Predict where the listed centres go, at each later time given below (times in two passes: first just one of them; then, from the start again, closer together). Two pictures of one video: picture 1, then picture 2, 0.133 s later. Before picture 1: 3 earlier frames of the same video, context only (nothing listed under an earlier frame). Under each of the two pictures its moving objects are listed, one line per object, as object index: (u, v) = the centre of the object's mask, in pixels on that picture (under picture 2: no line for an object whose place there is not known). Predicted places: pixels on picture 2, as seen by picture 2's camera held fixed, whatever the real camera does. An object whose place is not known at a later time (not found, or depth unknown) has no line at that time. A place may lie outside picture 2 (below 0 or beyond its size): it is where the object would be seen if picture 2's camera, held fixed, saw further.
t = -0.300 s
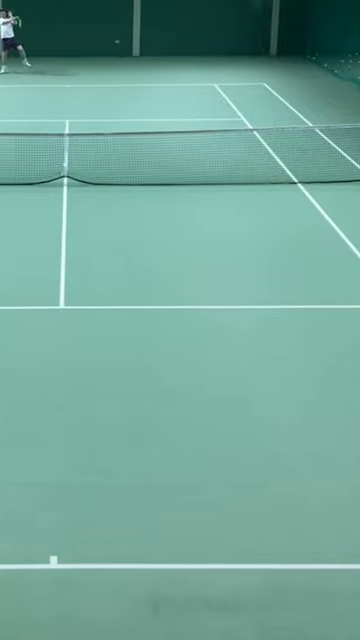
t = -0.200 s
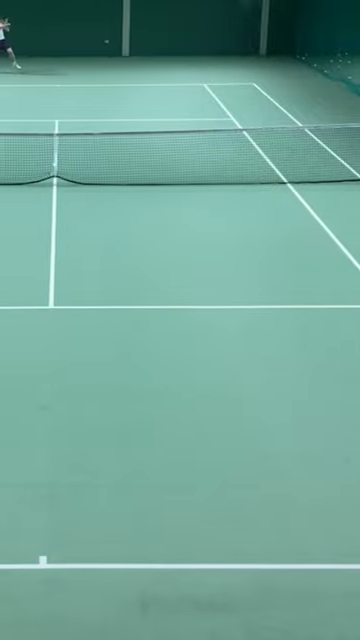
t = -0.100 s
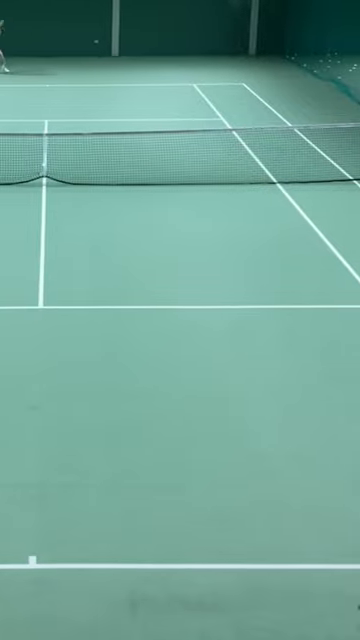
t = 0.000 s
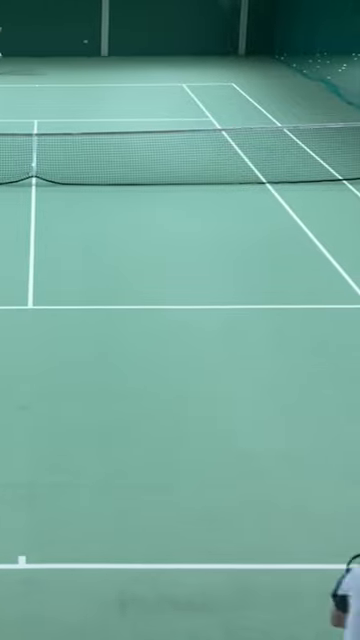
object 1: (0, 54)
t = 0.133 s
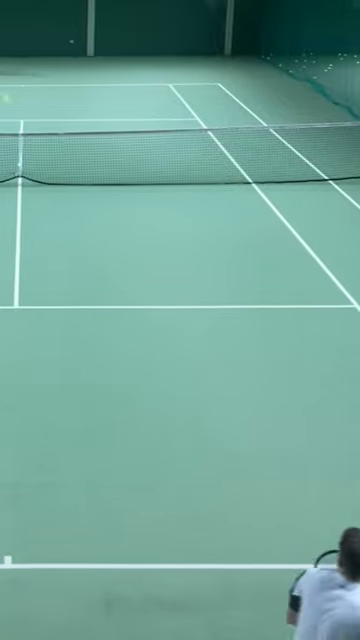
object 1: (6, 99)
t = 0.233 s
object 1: (28, 150)
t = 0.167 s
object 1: (15, 114)
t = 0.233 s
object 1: (28, 150)
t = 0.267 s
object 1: (34, 172)
